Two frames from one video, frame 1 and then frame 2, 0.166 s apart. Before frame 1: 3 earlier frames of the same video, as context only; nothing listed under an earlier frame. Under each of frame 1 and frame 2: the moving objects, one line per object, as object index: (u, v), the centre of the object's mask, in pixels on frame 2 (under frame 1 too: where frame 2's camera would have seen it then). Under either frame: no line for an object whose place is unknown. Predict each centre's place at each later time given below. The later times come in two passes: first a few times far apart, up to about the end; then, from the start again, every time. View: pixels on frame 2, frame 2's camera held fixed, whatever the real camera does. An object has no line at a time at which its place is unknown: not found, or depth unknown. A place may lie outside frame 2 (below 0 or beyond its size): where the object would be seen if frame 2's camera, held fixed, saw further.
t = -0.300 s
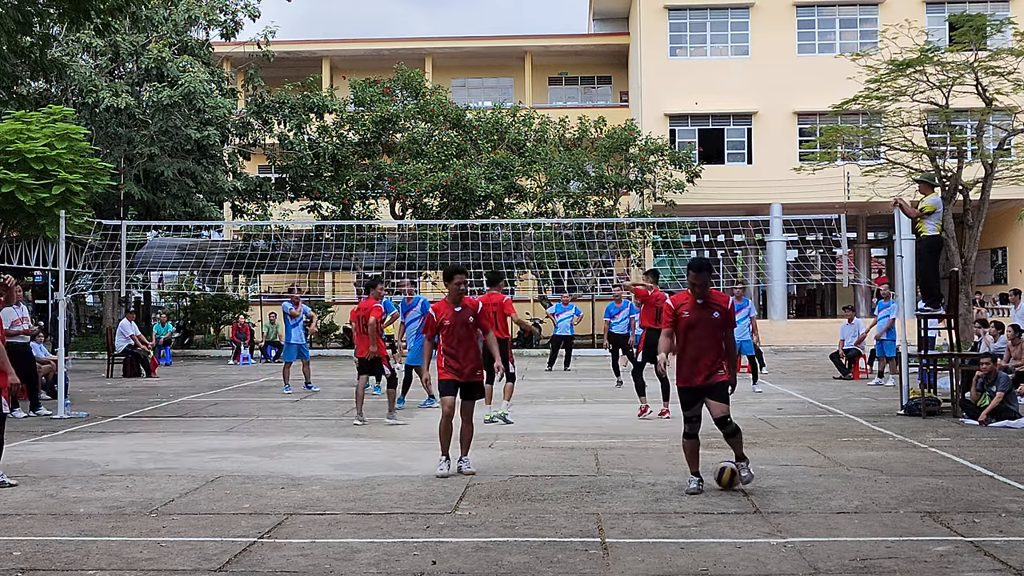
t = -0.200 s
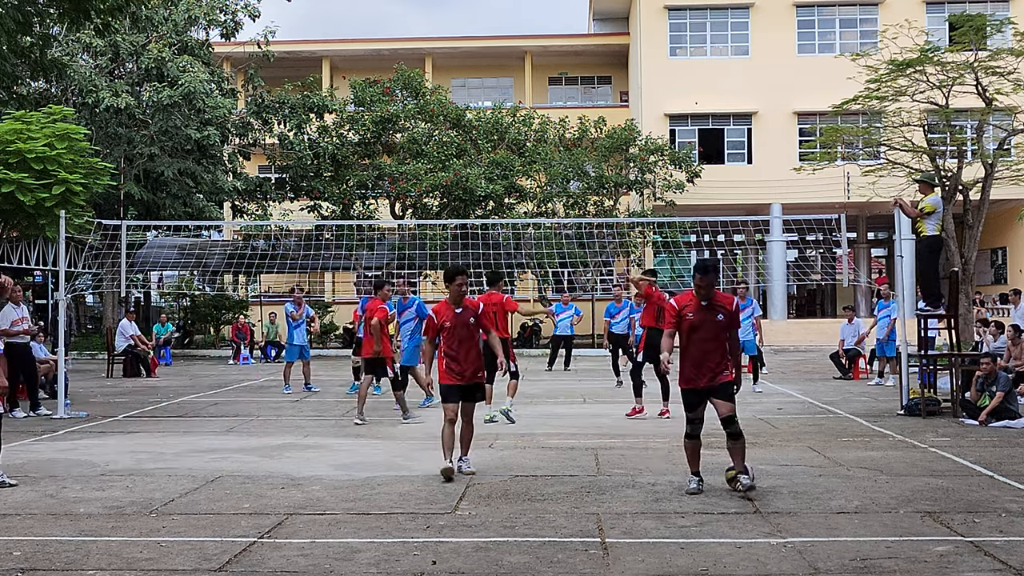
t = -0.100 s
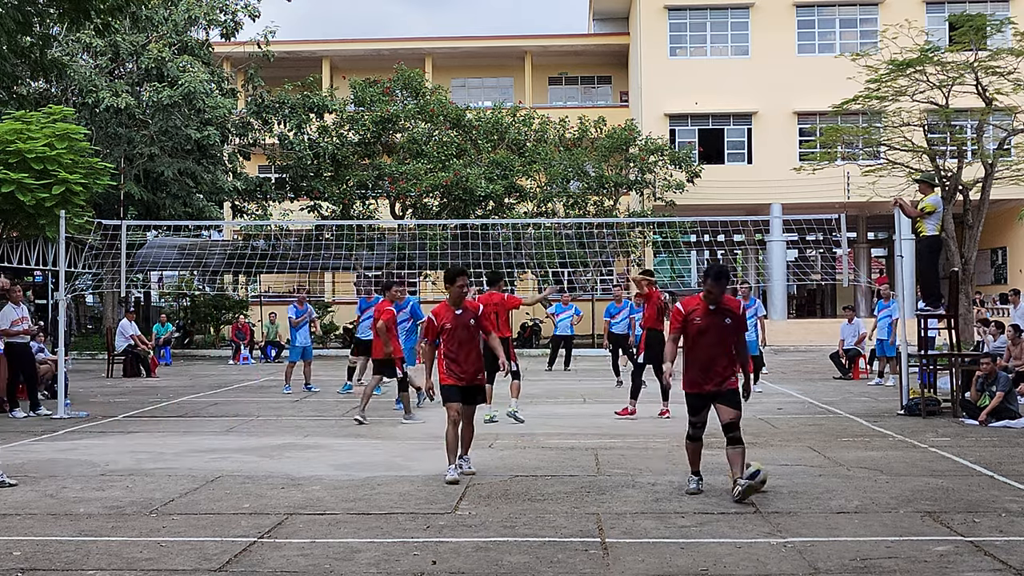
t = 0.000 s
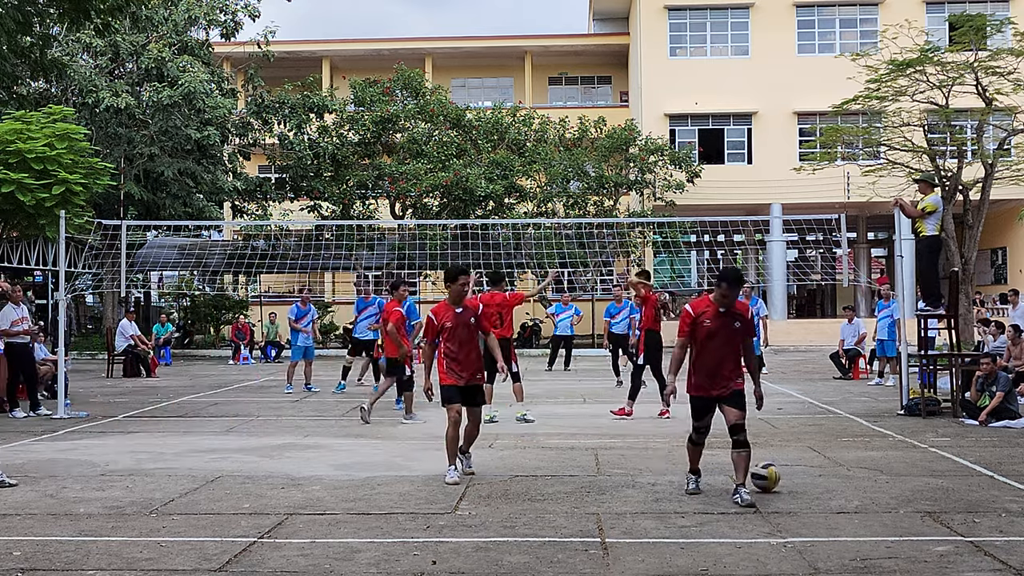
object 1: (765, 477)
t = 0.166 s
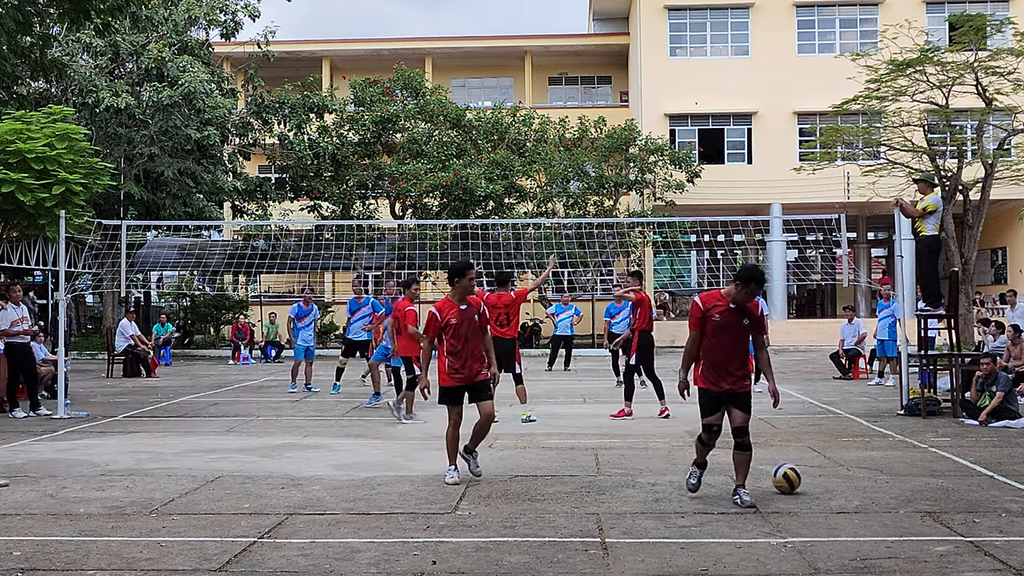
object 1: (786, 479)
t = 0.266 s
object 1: (798, 479)
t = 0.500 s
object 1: (828, 481)
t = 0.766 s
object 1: (863, 482)
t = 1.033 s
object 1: (897, 484)
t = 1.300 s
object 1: (929, 485)
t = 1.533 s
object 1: (957, 486)
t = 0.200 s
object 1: (790, 479)
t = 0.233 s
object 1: (794, 479)
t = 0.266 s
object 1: (798, 479)
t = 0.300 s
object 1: (802, 480)
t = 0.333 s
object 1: (806, 480)
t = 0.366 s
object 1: (811, 480)
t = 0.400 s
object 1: (815, 481)
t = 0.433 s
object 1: (820, 481)
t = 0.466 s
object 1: (824, 481)
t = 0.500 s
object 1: (828, 481)
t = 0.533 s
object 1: (832, 481)
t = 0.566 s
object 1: (837, 481)
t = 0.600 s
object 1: (841, 482)
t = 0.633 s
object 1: (846, 482)
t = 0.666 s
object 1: (850, 482)
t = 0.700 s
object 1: (855, 482)
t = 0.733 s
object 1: (859, 482)
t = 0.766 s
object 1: (863, 482)
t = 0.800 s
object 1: (867, 483)
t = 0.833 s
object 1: (872, 483)
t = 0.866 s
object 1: (876, 483)
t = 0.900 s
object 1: (879, 483)
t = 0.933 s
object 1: (884, 484)
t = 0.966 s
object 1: (888, 484)
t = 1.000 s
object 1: (892, 484)
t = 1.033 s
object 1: (897, 484)
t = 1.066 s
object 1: (900, 484)
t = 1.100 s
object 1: (904, 484)
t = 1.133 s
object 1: (908, 484)
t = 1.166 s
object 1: (912, 484)
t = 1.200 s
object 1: (917, 485)
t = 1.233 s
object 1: (921, 485)
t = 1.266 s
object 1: (925, 485)
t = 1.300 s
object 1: (929, 485)
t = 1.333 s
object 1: (933, 485)
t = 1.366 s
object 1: (937, 485)
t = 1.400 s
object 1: (941, 486)
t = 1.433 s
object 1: (945, 486)
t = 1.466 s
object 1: (949, 486)
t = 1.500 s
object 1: (953, 486)
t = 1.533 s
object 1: (957, 486)
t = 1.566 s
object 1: (961, 486)
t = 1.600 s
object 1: (965, 486)
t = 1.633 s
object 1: (969, 487)
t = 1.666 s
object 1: (973, 487)
